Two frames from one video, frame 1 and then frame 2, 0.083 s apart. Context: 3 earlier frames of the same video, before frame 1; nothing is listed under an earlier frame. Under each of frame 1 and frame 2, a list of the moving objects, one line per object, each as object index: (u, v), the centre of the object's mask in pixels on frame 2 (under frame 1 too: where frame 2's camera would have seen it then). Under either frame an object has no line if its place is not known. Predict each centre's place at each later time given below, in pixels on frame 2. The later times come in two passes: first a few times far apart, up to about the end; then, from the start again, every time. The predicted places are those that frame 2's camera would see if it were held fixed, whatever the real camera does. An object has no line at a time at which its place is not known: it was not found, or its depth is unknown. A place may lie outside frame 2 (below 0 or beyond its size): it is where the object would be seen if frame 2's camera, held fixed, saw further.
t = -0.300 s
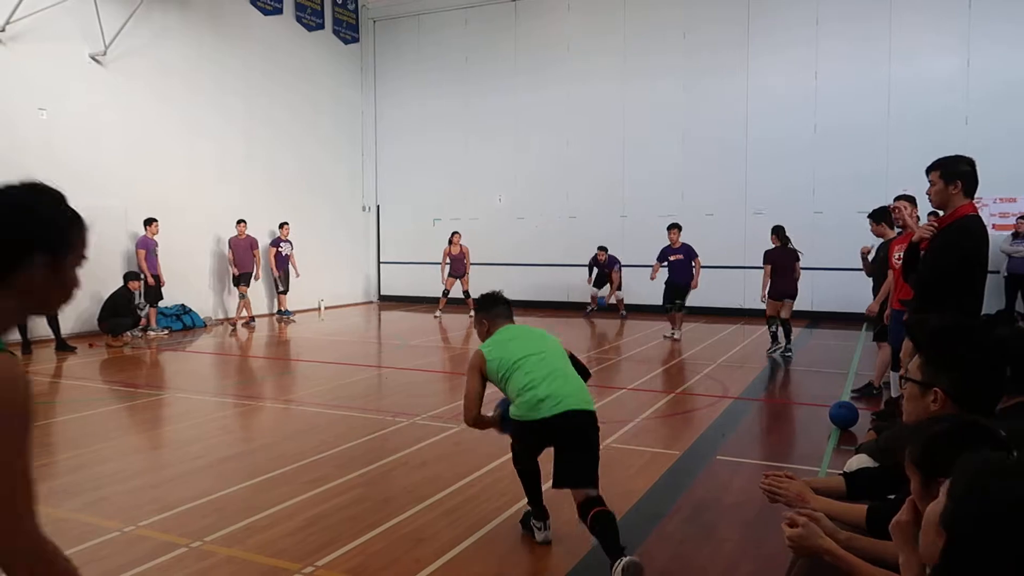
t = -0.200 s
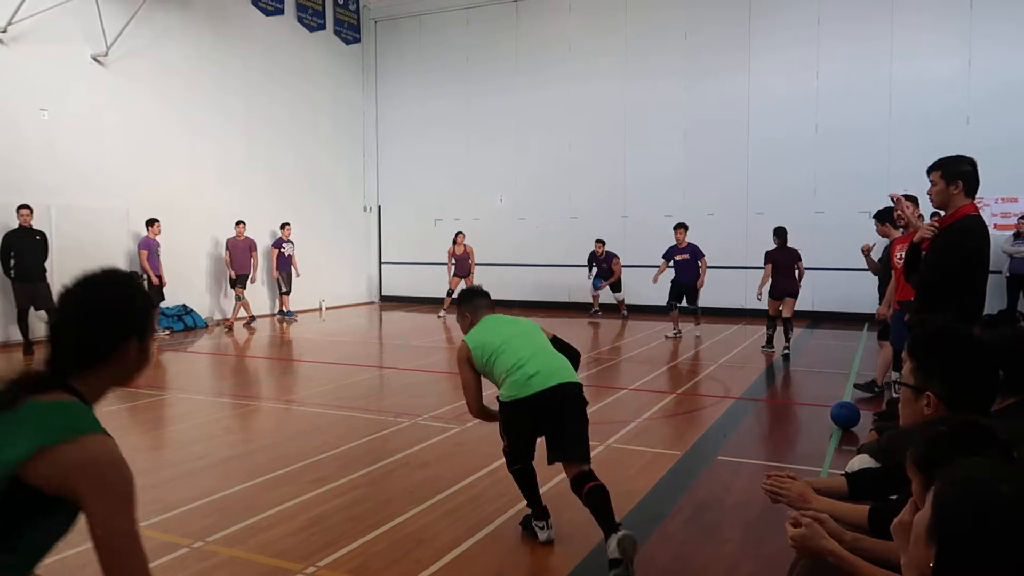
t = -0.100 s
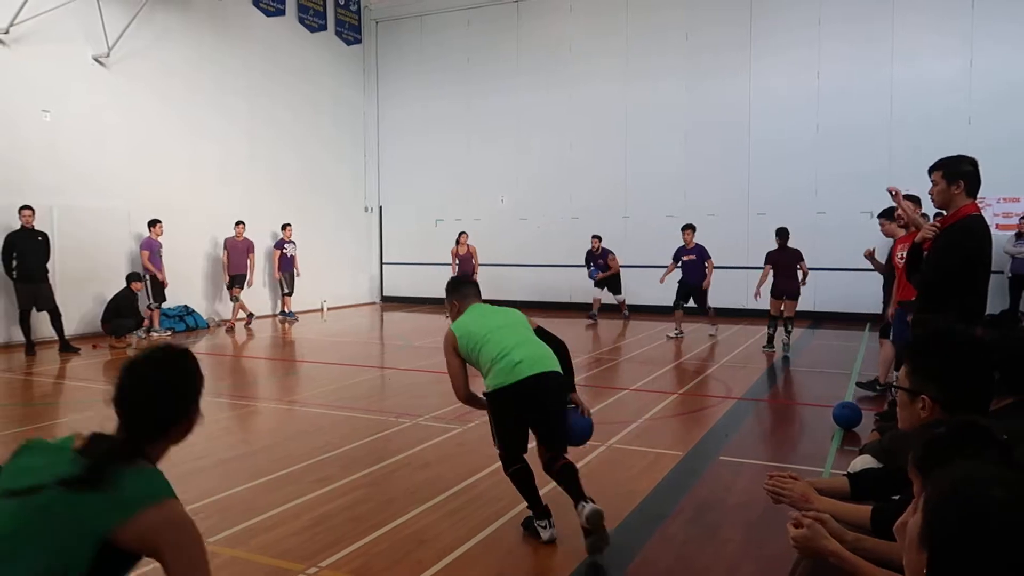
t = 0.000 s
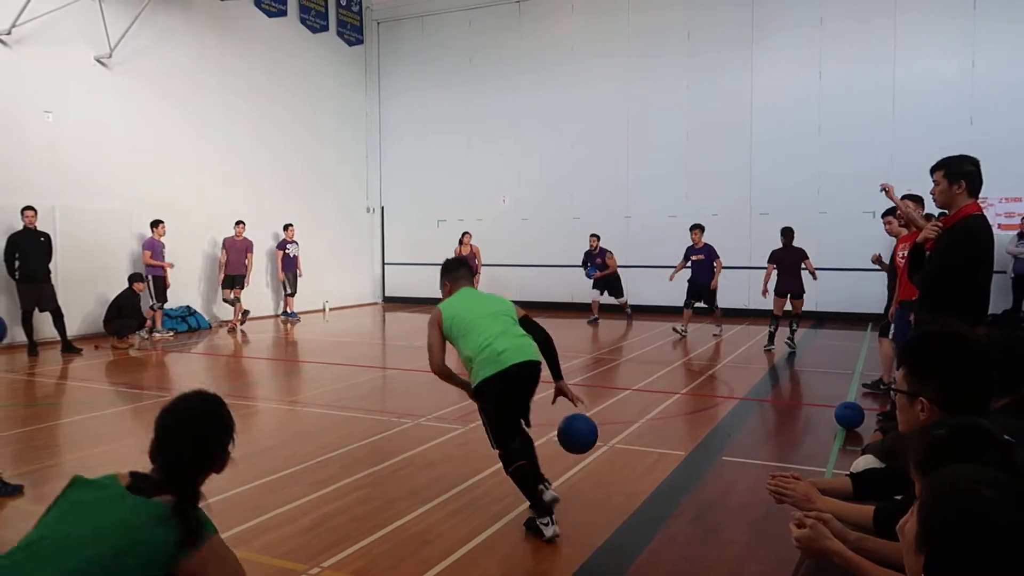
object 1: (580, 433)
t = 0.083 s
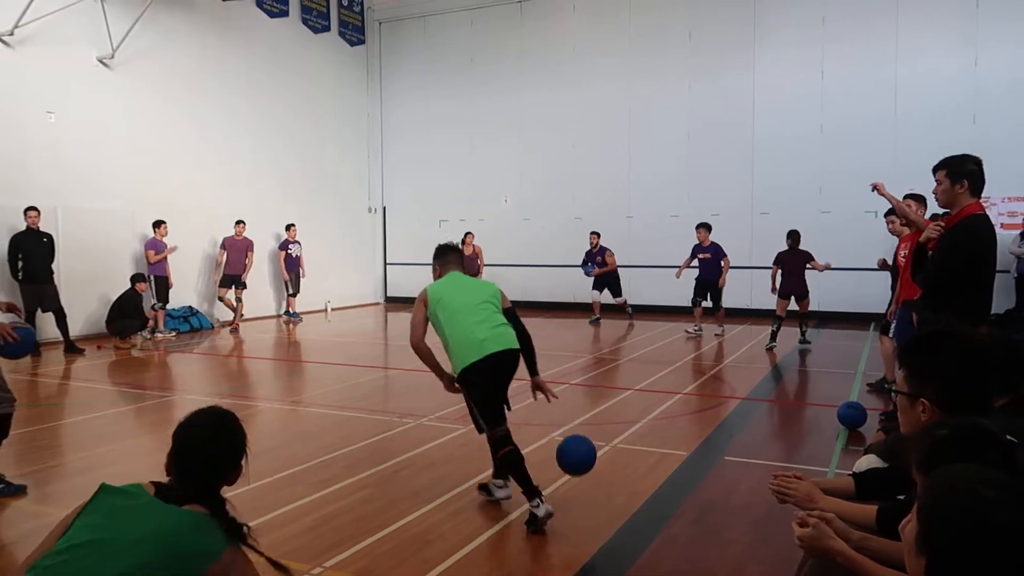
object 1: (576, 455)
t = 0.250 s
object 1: (566, 491)
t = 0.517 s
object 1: (541, 499)
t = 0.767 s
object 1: (518, 507)
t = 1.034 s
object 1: (495, 510)
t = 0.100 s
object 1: (575, 461)
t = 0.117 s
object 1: (575, 467)
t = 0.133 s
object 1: (574, 475)
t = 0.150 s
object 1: (573, 482)
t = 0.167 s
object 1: (573, 490)
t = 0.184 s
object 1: (572, 499)
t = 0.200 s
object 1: (571, 503)
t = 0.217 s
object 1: (569, 499)
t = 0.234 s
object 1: (568, 495)
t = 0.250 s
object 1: (566, 491)
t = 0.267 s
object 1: (564, 487)
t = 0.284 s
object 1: (563, 484)
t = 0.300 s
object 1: (561, 482)
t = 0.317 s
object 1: (560, 480)
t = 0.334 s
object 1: (558, 479)
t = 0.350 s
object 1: (556, 478)
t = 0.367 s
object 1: (555, 478)
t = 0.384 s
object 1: (553, 478)
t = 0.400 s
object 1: (552, 479)
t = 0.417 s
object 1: (550, 480)
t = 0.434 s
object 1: (549, 482)
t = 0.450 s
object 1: (547, 484)
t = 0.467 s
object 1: (545, 487)
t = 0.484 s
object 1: (544, 490)
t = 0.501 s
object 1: (542, 494)
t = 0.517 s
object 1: (541, 499)
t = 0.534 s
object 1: (539, 504)
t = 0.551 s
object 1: (538, 506)
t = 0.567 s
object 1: (536, 503)
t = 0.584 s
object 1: (535, 501)
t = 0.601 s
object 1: (534, 499)
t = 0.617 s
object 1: (532, 497)
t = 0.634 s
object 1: (530, 496)
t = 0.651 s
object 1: (529, 496)
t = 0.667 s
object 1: (528, 496)
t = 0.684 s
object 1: (526, 497)
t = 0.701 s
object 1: (525, 498)
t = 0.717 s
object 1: (523, 500)
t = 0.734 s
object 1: (521, 502)
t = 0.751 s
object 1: (520, 505)
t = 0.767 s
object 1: (518, 507)
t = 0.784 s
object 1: (517, 506)
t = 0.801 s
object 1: (515, 505)
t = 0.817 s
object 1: (514, 504)
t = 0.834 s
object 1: (512, 504)
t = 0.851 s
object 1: (511, 504)
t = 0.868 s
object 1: (509, 505)
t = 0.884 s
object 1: (508, 507)
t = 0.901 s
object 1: (506, 509)
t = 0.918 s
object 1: (505, 509)
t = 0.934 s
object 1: (504, 508)
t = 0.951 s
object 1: (502, 508)
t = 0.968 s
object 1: (501, 508)
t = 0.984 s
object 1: (499, 509)
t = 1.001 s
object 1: (498, 510)
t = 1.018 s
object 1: (496, 510)
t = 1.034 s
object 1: (495, 510)
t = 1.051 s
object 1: (494, 510)
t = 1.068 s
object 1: (492, 510)
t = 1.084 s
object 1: (491, 510)
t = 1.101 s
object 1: (489, 510)
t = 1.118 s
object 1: (488, 511)
